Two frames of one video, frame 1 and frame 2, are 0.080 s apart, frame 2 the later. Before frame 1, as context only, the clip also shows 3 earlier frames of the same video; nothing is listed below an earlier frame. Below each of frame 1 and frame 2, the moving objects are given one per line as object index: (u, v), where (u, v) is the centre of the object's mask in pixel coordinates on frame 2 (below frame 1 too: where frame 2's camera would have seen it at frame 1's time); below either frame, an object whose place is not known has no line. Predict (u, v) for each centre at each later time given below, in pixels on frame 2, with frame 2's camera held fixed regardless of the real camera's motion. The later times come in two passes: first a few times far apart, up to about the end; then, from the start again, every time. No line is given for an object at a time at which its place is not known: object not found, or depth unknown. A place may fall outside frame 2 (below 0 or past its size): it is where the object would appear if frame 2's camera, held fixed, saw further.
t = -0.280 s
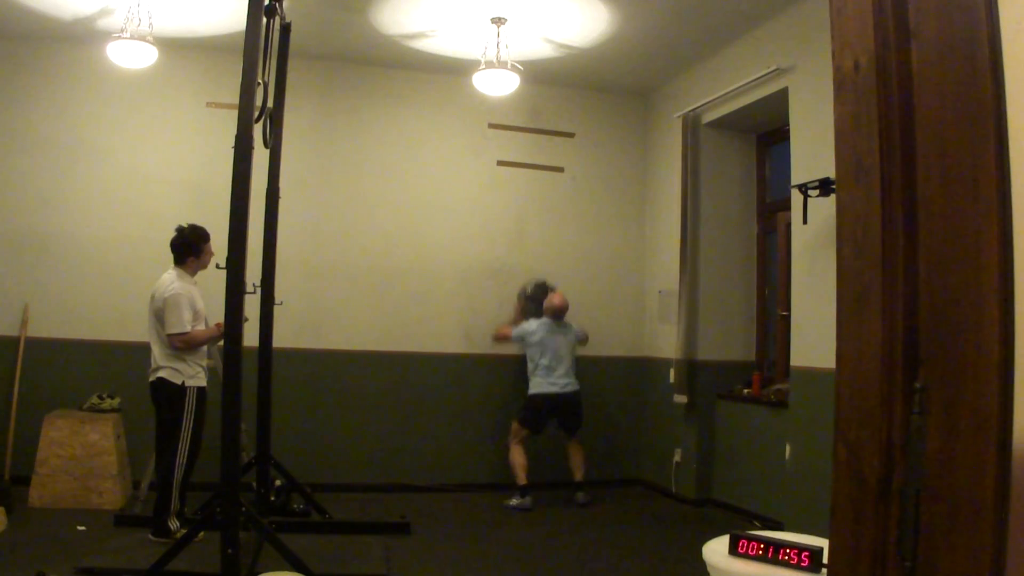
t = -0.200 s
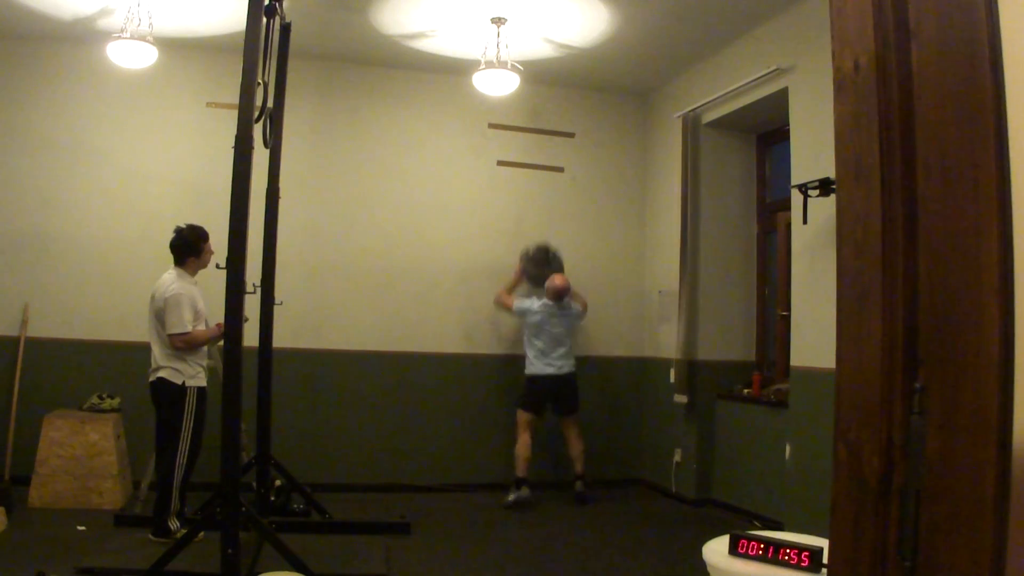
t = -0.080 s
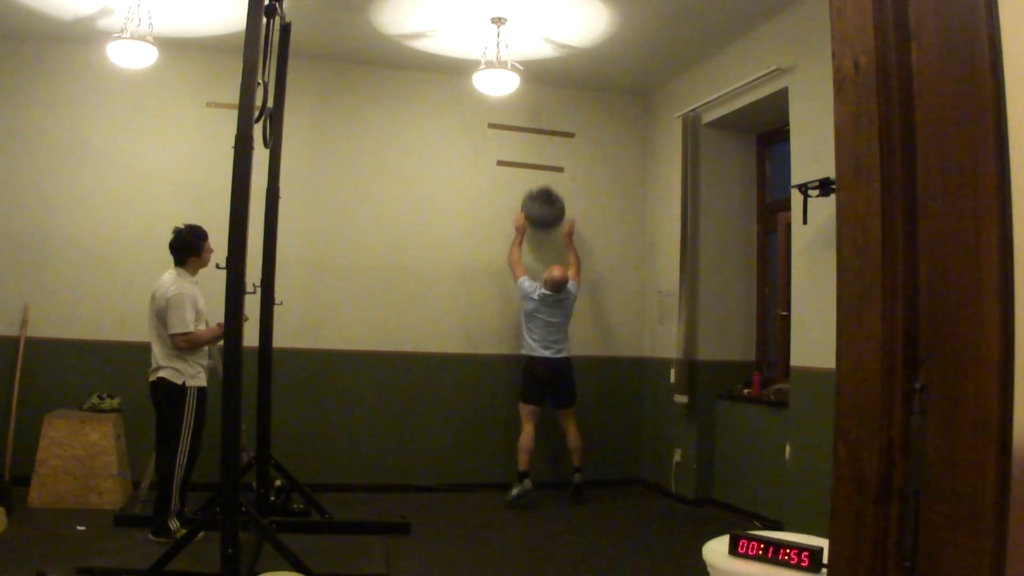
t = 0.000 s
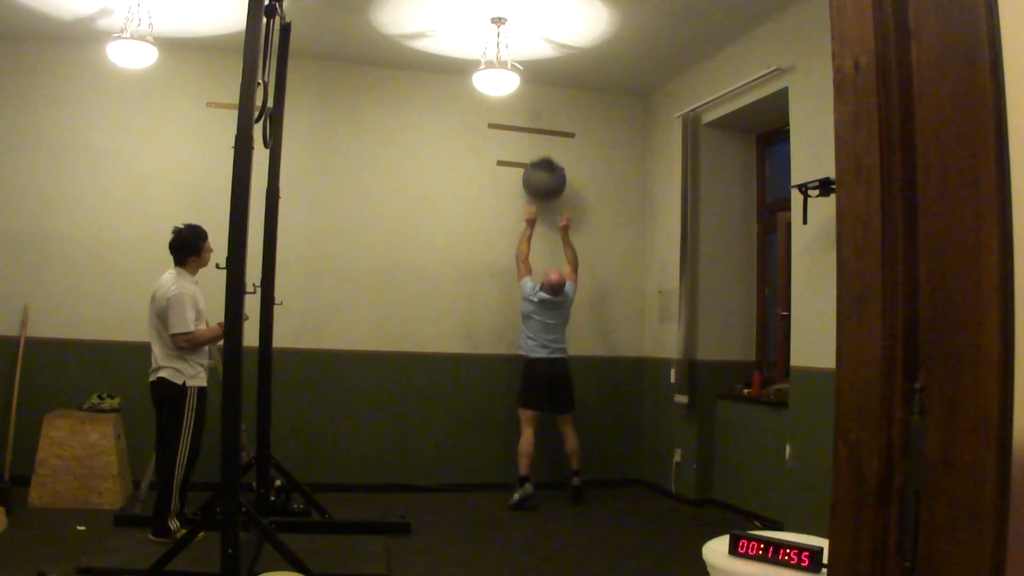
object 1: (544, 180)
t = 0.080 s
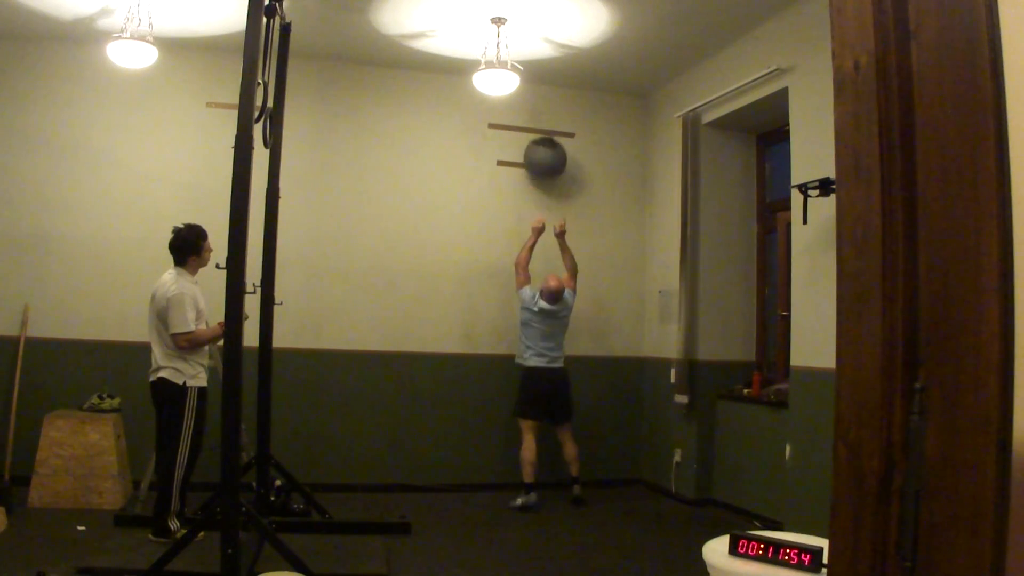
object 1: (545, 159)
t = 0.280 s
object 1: (547, 140)
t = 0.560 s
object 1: (551, 182)
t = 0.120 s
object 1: (546, 151)
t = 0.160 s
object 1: (546, 145)
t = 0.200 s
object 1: (546, 141)
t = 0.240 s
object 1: (546, 140)
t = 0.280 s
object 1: (547, 140)
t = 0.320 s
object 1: (547, 141)
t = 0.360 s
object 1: (548, 142)
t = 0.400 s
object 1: (549, 148)
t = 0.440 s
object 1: (549, 154)
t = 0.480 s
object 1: (550, 161)
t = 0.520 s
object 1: (550, 170)
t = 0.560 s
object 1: (551, 182)
